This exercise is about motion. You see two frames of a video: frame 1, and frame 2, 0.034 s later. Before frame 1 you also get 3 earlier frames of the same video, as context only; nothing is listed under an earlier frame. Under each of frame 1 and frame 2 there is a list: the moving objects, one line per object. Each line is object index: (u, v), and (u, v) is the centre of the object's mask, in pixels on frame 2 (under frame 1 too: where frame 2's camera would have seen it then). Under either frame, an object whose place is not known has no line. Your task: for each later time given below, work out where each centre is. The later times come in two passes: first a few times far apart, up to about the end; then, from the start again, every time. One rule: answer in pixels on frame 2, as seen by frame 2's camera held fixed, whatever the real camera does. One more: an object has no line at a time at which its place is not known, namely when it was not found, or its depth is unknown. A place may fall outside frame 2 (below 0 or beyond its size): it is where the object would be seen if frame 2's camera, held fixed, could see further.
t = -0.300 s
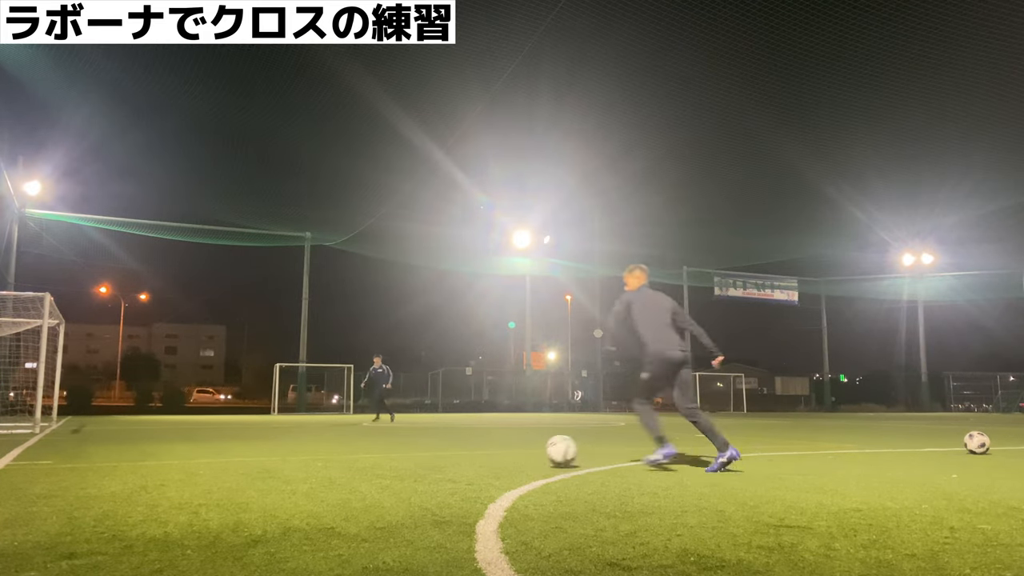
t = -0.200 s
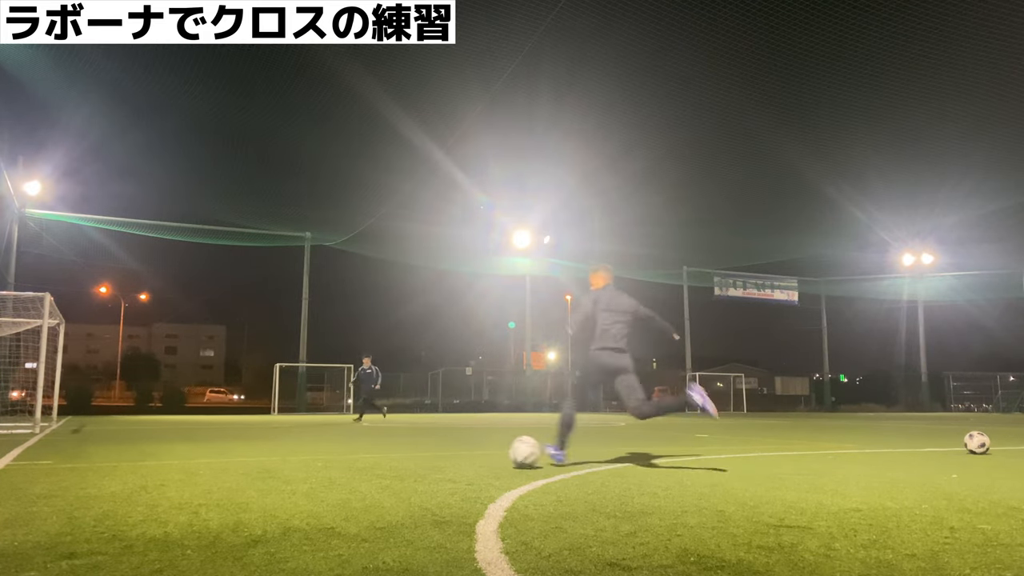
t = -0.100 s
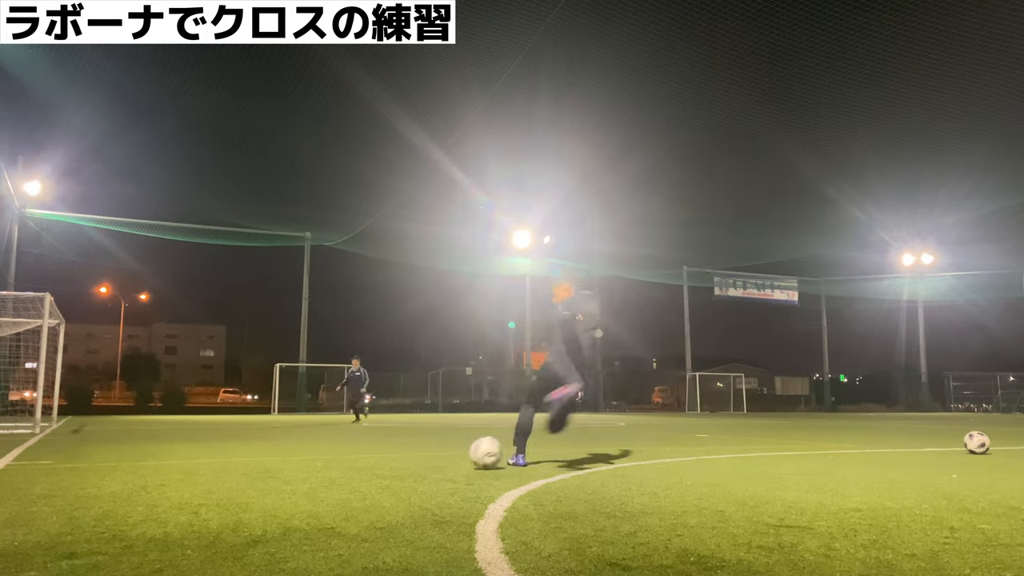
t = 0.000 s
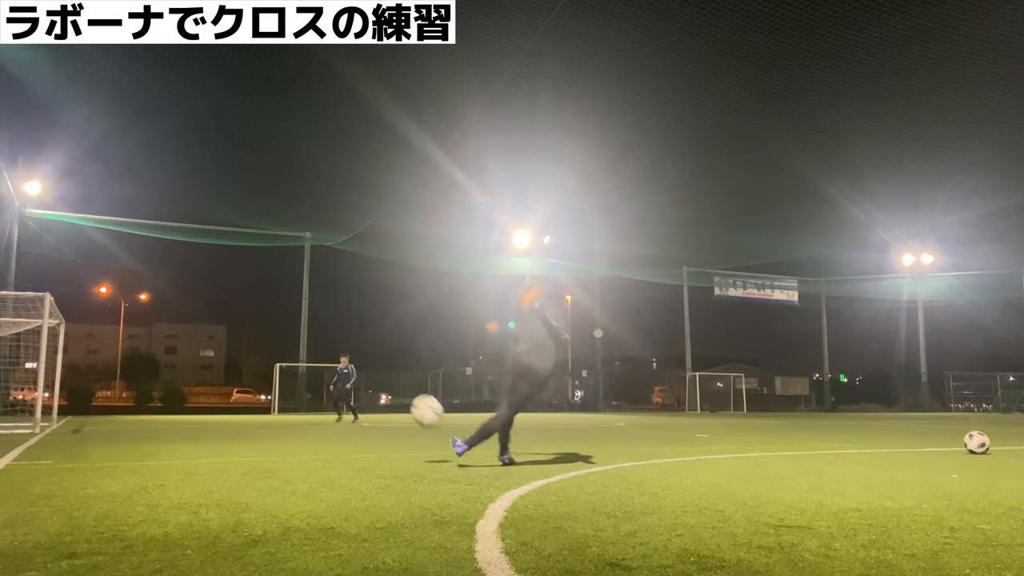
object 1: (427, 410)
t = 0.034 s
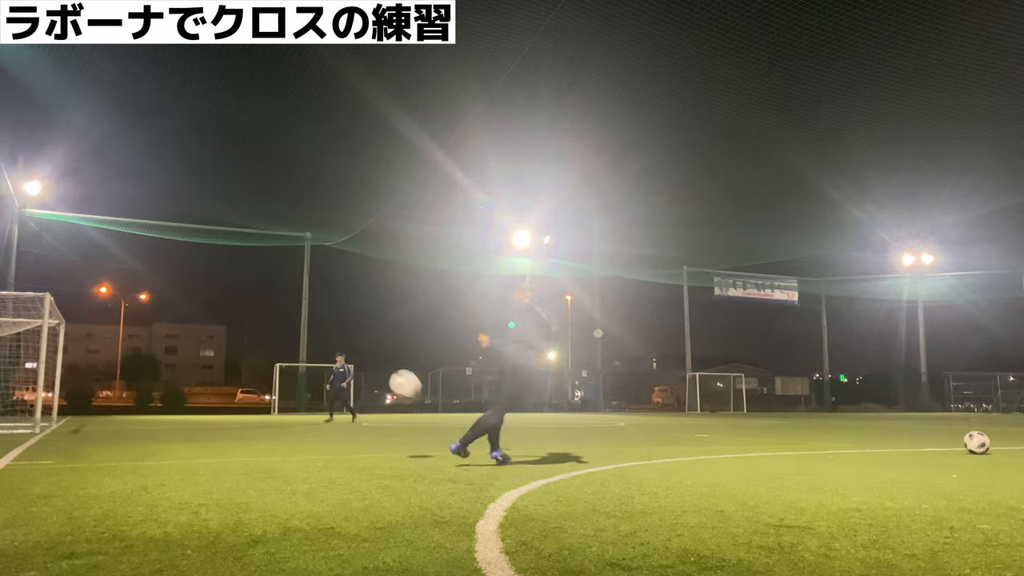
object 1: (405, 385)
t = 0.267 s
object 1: (300, 283)
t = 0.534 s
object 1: (235, 250)
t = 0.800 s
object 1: (192, 259)
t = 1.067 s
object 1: (164, 290)
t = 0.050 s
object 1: (395, 374)
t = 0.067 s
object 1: (385, 363)
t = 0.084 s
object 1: (376, 354)
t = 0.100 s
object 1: (367, 345)
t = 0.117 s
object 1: (359, 337)
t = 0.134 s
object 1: (352, 330)
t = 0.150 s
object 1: (344, 321)
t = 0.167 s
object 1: (337, 314)
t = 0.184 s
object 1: (330, 308)
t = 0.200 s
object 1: (324, 302)
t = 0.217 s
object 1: (318, 296)
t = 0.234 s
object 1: (311, 292)
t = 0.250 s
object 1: (306, 287)
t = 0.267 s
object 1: (300, 283)
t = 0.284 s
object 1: (296, 280)
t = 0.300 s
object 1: (290, 276)
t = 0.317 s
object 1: (285, 273)
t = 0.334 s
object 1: (280, 269)
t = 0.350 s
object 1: (276, 266)
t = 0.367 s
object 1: (272, 264)
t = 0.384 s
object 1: (267, 261)
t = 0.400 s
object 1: (263, 260)
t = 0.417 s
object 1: (259, 258)
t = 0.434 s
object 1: (255, 257)
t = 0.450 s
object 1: (251, 255)
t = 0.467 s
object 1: (248, 254)
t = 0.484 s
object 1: (244, 253)
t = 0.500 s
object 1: (241, 252)
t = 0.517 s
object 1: (238, 251)
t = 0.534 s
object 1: (235, 250)
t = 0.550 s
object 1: (231, 250)
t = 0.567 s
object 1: (228, 249)
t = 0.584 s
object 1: (225, 249)
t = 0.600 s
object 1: (222, 250)
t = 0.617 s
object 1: (219, 250)
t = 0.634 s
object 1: (216, 250)
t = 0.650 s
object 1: (214, 250)
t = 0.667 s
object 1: (211, 251)
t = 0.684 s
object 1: (209, 251)
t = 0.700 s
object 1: (206, 252)
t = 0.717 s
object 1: (204, 253)
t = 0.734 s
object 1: (201, 253)
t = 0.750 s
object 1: (199, 255)
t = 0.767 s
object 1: (196, 256)
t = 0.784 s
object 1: (194, 258)
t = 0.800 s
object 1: (192, 259)
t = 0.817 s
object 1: (190, 260)
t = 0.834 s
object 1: (188, 261)
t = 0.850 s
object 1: (187, 263)
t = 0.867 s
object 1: (184, 264)
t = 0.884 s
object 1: (182, 267)
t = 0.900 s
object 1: (180, 268)
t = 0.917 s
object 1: (179, 270)
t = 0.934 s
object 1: (177, 272)
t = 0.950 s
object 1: (175, 274)
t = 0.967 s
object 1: (173, 277)
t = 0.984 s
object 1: (172, 279)
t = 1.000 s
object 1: (170, 281)
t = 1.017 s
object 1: (169, 283)
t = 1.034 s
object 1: (167, 286)
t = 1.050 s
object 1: (166, 288)
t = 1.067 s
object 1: (164, 290)
